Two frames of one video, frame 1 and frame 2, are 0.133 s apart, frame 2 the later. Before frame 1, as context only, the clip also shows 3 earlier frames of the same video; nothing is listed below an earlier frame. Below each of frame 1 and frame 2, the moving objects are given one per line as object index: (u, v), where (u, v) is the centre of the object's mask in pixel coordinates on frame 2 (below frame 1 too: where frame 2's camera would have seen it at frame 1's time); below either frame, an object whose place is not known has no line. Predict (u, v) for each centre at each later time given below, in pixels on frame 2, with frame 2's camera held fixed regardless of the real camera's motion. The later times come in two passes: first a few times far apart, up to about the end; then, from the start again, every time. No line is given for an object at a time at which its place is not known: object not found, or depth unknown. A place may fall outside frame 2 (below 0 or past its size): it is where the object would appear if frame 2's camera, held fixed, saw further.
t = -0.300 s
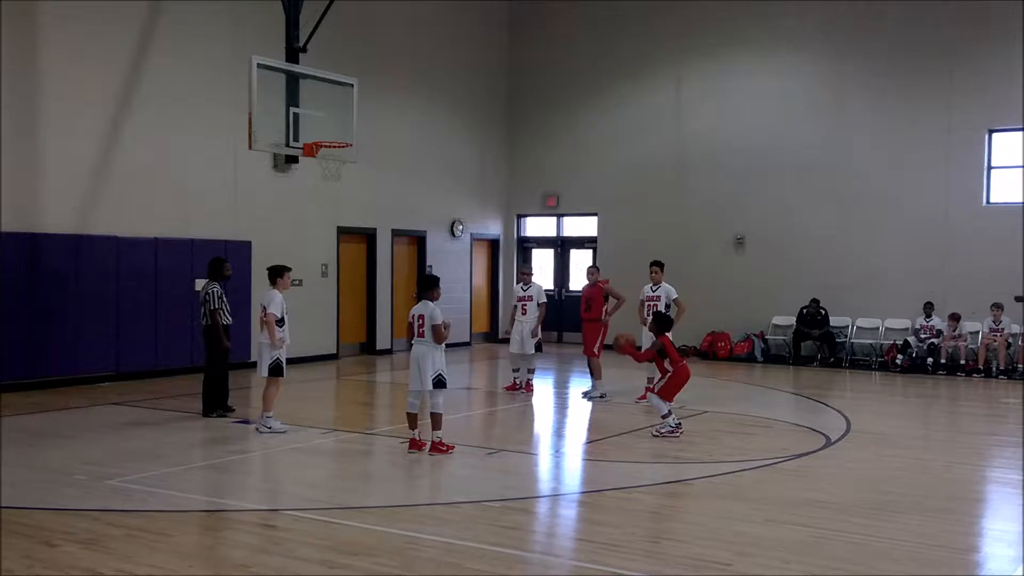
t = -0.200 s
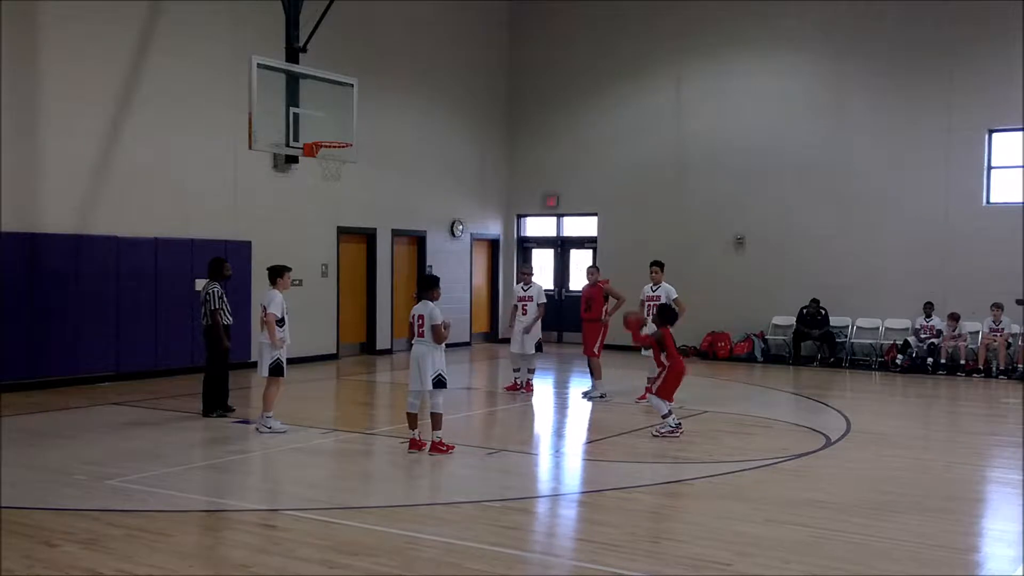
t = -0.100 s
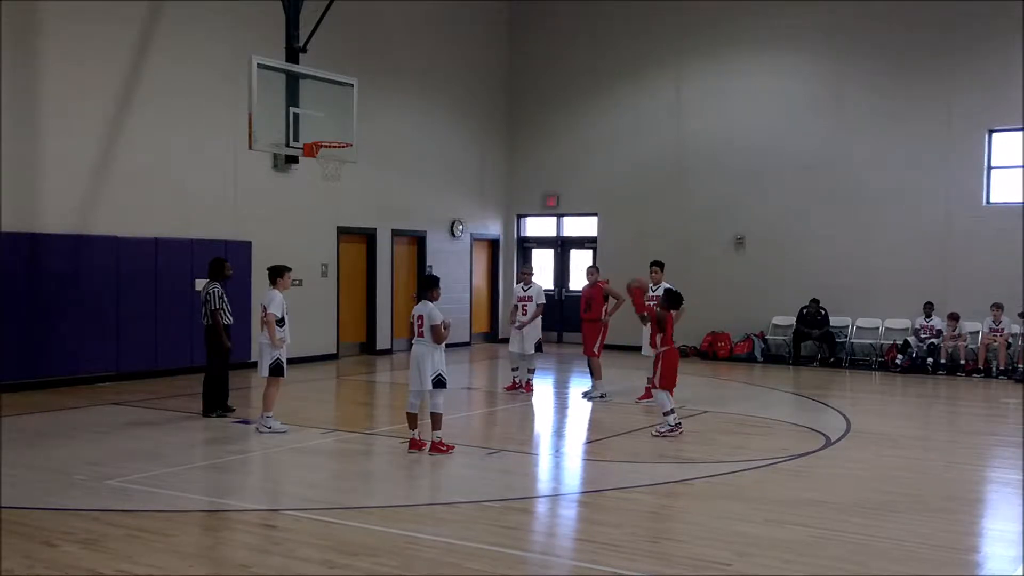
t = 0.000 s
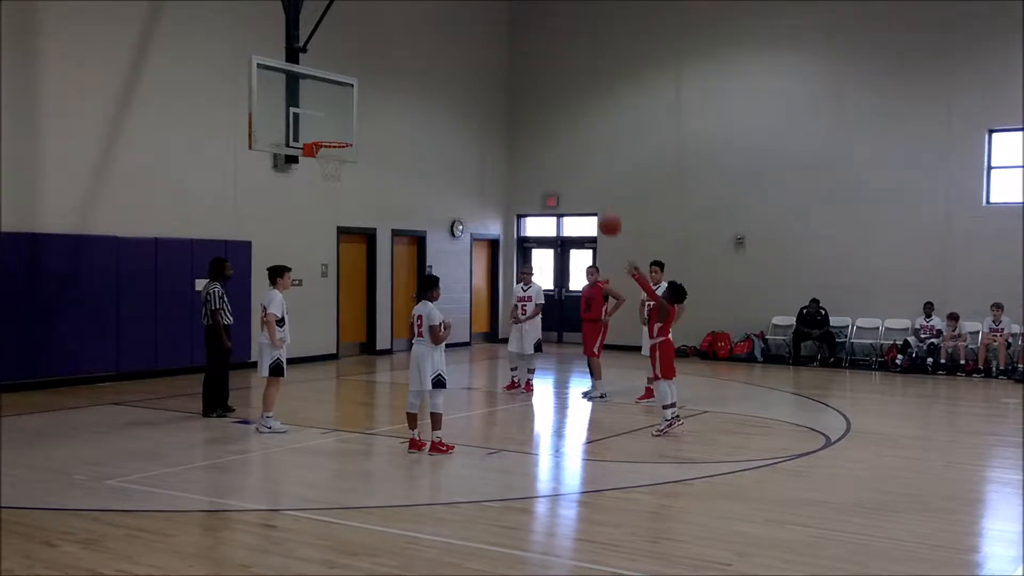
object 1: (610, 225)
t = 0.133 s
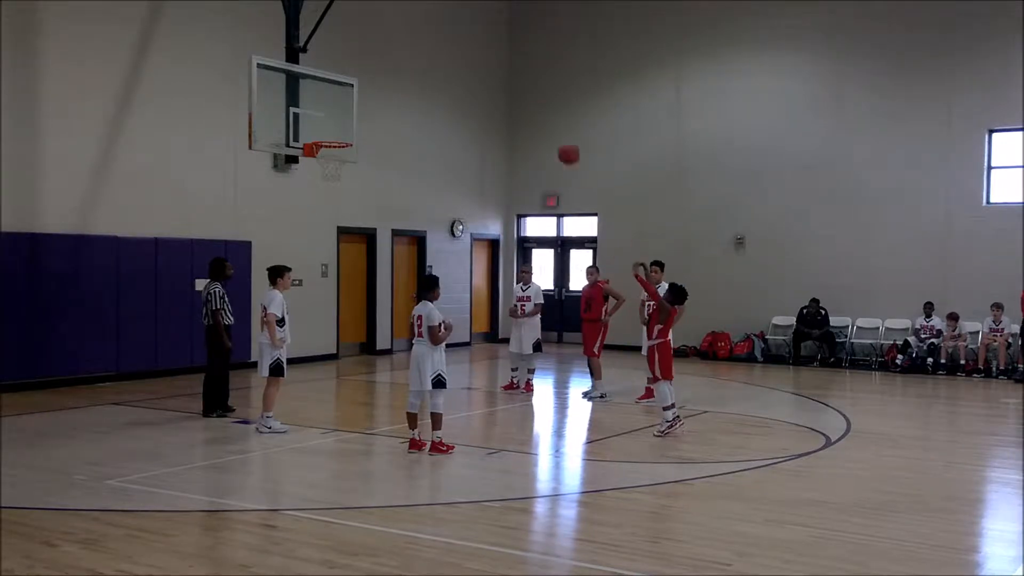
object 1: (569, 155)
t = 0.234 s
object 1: (540, 113)
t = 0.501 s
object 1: (468, 54)
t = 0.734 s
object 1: (411, 58)
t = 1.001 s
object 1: (352, 116)
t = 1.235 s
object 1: (336, 152)
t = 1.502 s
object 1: (342, 185)
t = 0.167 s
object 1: (558, 139)
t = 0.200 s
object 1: (549, 126)
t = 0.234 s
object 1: (540, 113)
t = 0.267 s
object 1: (530, 103)
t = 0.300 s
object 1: (520, 90)
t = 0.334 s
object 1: (511, 82)
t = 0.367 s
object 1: (502, 74)
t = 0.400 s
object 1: (494, 68)
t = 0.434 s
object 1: (485, 63)
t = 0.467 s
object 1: (476, 58)
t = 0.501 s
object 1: (468, 54)
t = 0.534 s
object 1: (460, 52)
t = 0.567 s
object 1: (452, 50)
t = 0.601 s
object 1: (443, 50)
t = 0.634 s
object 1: (435, 51)
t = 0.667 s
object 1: (427, 52)
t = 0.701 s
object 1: (419, 54)
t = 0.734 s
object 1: (411, 58)
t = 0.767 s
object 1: (403, 62)
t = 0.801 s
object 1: (396, 67)
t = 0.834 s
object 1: (389, 73)
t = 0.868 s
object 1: (381, 80)
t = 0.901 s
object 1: (373, 88)
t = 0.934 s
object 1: (366, 97)
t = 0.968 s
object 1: (359, 106)
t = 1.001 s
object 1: (352, 116)
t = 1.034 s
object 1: (345, 127)
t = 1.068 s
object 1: (339, 136)
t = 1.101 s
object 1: (332, 143)
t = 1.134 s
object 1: (322, 146)
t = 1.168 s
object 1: (325, 147)
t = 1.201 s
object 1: (331, 148)
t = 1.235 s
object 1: (336, 152)
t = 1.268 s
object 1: (339, 156)
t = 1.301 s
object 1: (341, 162)
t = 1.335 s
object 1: (343, 166)
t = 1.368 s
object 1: (344, 169)
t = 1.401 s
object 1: (344, 172)
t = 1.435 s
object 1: (343, 176)
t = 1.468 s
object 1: (343, 180)
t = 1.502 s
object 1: (342, 185)
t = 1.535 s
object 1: (341, 190)
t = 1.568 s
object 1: (341, 197)
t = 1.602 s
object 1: (340, 205)
